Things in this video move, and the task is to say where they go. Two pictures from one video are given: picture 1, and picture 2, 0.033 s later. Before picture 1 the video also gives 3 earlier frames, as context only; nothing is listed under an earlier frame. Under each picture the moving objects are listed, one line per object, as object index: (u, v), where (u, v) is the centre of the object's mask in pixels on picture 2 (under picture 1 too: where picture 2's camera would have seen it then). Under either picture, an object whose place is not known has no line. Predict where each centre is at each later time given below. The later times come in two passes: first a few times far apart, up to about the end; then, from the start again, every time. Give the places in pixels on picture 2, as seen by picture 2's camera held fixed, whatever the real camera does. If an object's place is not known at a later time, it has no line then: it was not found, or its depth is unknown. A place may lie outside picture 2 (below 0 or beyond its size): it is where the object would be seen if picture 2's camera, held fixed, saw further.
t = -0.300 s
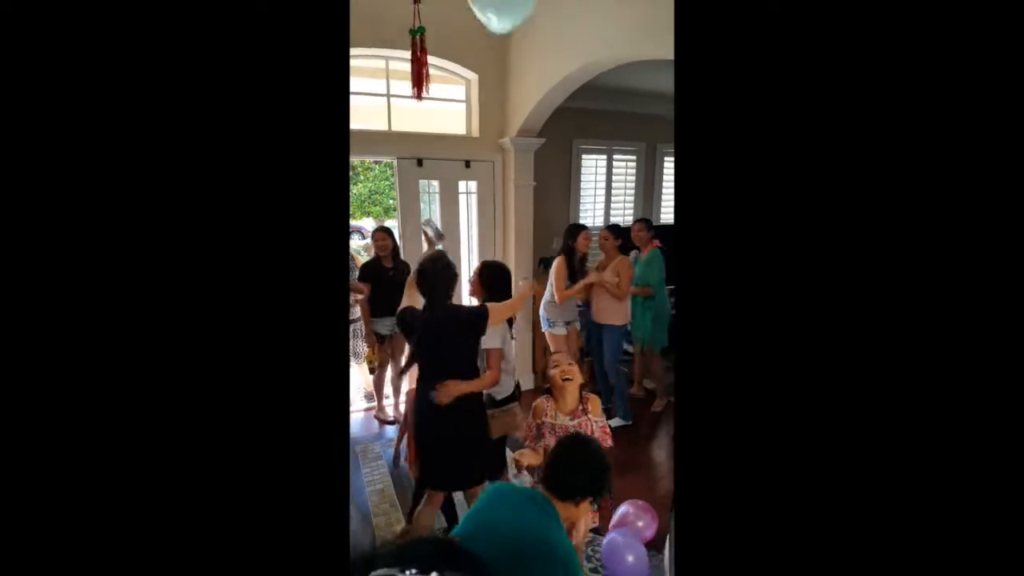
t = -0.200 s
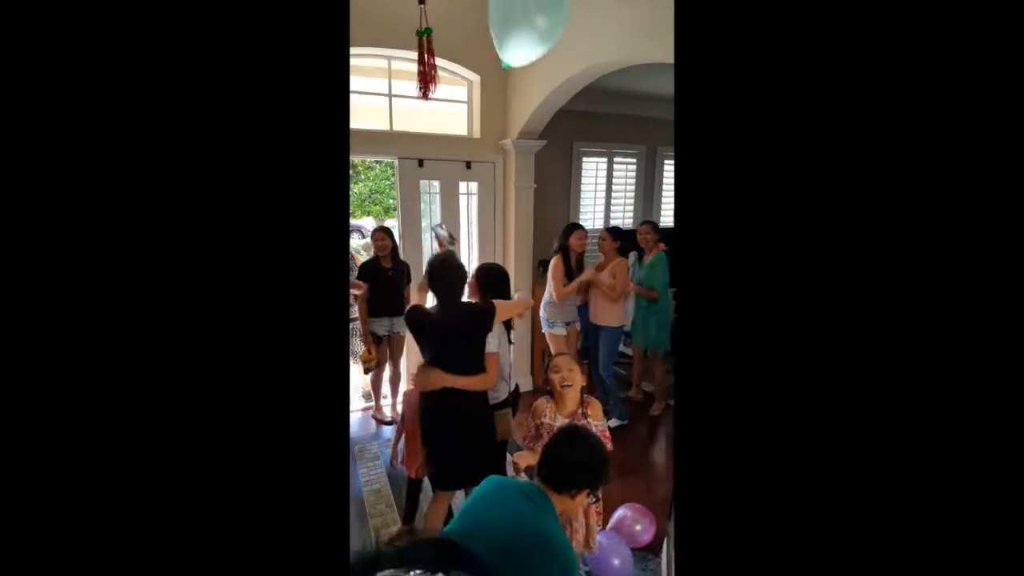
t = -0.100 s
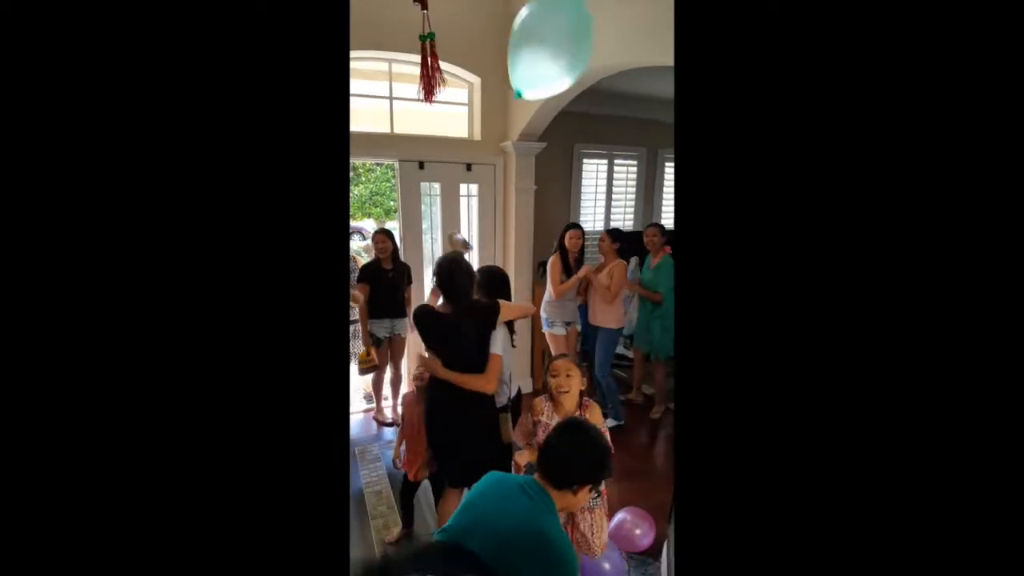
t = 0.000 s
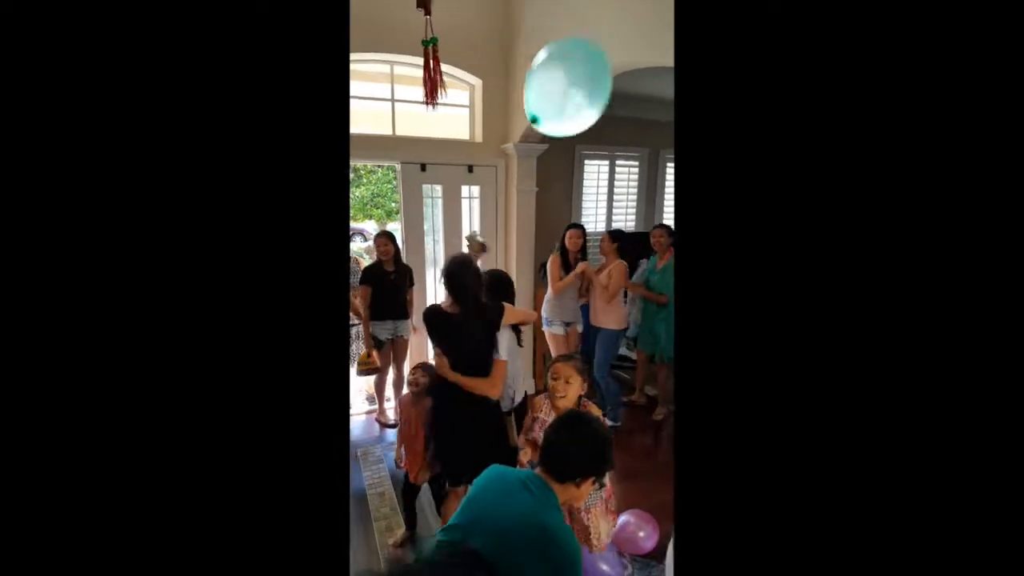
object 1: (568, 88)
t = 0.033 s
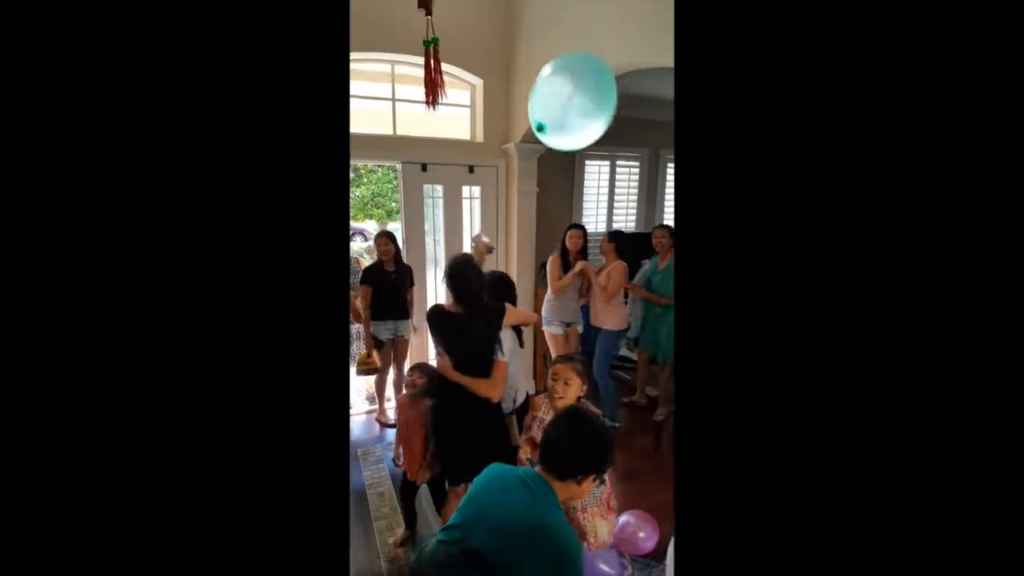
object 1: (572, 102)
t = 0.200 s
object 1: (578, 170)
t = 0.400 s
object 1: (569, 244)
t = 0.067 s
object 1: (576, 116)
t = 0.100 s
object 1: (577, 130)
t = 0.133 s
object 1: (578, 144)
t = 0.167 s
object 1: (579, 157)
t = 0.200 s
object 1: (578, 170)
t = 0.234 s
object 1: (576, 183)
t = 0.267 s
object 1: (576, 196)
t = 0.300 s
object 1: (573, 208)
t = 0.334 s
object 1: (573, 220)
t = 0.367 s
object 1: (571, 232)
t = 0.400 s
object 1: (569, 244)
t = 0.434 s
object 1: (567, 257)
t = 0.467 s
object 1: (564, 270)
